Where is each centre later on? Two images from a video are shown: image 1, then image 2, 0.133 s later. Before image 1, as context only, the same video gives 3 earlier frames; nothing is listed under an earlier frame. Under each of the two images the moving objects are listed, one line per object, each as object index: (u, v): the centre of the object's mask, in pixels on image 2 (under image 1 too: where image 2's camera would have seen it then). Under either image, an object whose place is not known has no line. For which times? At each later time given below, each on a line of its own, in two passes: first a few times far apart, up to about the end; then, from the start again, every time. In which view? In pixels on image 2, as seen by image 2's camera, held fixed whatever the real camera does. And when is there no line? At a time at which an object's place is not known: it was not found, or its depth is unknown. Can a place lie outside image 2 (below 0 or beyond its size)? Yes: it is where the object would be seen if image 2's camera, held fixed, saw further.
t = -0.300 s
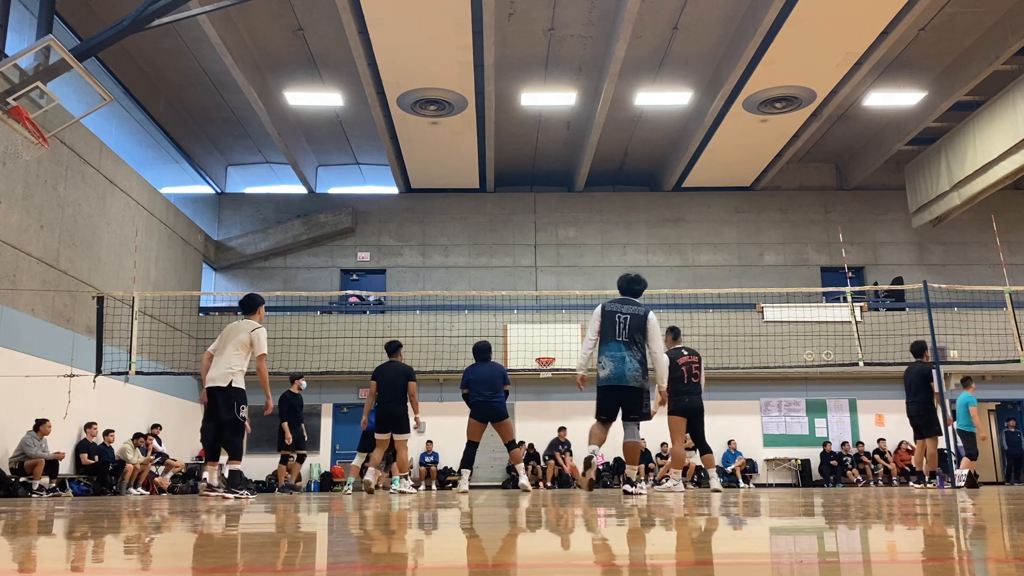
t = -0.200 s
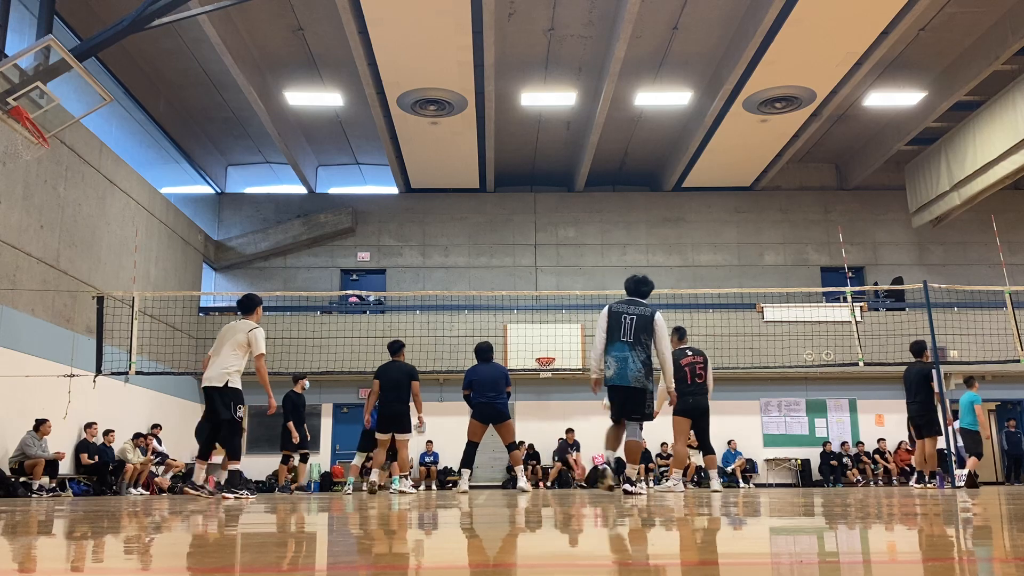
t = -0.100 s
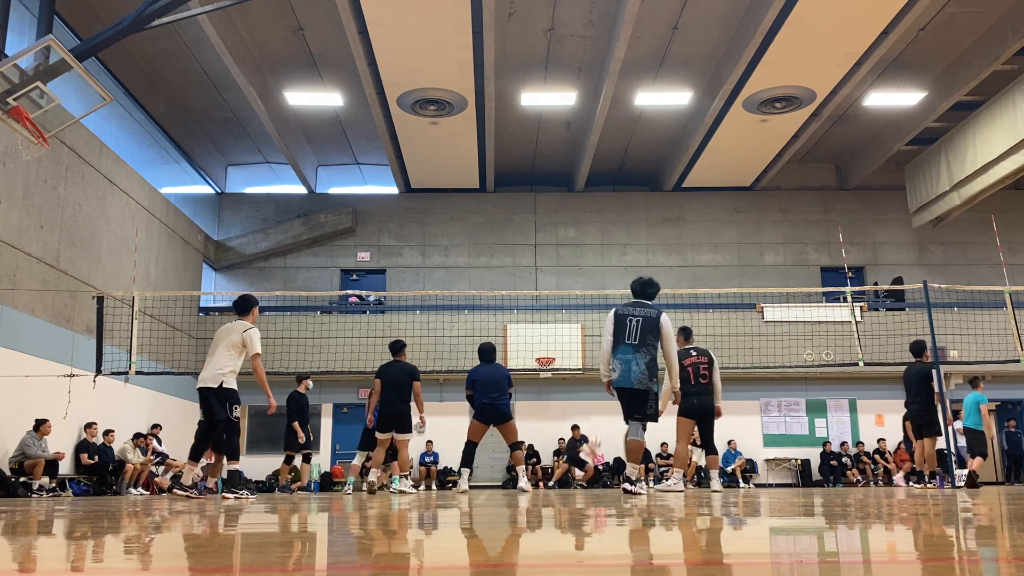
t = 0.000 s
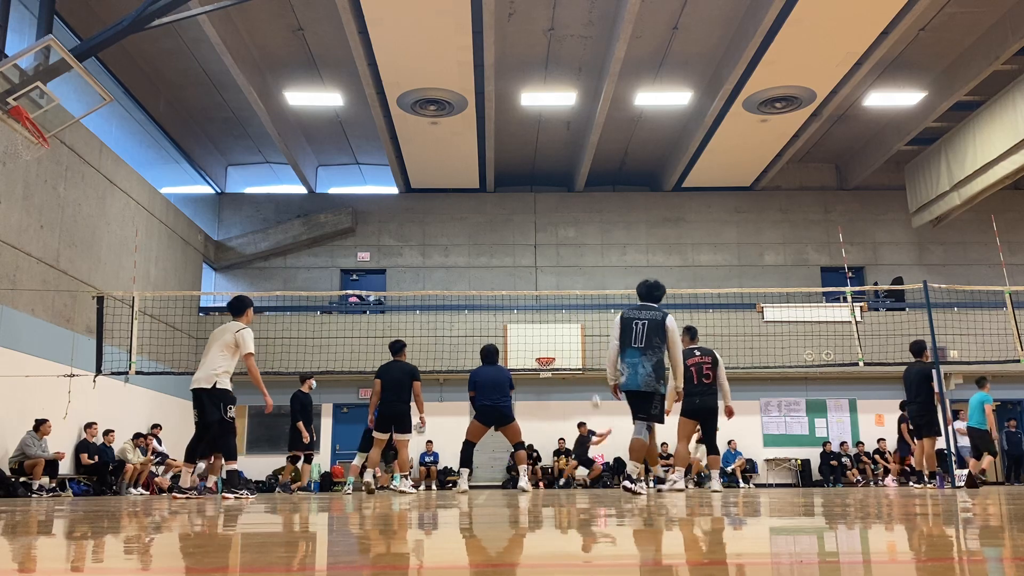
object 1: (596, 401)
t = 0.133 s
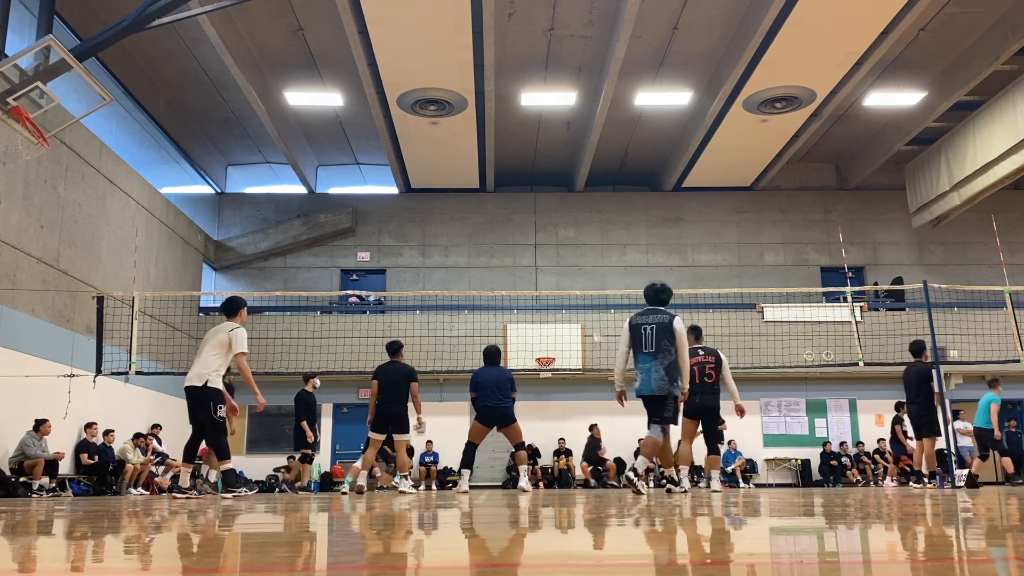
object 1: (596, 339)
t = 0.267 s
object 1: (597, 285)
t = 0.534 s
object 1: (598, 193)
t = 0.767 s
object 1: (598, 134)
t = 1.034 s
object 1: (599, 96)
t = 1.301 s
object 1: (599, 105)
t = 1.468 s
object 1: (598, 147)
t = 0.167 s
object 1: (596, 326)
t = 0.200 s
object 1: (597, 312)
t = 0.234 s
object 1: (597, 300)
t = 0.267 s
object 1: (597, 285)
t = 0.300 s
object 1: (597, 272)
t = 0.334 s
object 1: (597, 260)
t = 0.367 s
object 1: (598, 247)
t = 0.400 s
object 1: (598, 236)
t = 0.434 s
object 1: (598, 225)
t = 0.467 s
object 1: (598, 214)
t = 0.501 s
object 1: (598, 203)
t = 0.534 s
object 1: (598, 193)
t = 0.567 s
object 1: (598, 183)
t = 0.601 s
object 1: (598, 174)
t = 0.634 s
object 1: (598, 165)
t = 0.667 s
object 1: (598, 157)
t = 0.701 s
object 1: (598, 149)
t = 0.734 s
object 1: (598, 141)
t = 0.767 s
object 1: (598, 134)
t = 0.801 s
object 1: (598, 128)
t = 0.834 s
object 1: (598, 121)
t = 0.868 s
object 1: (598, 115)
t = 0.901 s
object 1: (599, 111)
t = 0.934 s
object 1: (598, 106)
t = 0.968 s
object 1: (598, 102)
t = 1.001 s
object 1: (599, 99)
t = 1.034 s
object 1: (599, 96)
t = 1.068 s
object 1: (599, 94)
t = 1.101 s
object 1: (599, 93)
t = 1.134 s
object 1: (599, 93)
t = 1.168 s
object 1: (599, 93)
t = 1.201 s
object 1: (598, 94)
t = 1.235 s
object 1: (599, 97)
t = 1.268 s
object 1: (598, 101)
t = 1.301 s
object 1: (599, 105)
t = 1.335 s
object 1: (598, 110)
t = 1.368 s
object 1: (598, 118)
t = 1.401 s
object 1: (598, 126)
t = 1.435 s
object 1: (598, 136)
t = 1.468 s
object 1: (598, 147)
